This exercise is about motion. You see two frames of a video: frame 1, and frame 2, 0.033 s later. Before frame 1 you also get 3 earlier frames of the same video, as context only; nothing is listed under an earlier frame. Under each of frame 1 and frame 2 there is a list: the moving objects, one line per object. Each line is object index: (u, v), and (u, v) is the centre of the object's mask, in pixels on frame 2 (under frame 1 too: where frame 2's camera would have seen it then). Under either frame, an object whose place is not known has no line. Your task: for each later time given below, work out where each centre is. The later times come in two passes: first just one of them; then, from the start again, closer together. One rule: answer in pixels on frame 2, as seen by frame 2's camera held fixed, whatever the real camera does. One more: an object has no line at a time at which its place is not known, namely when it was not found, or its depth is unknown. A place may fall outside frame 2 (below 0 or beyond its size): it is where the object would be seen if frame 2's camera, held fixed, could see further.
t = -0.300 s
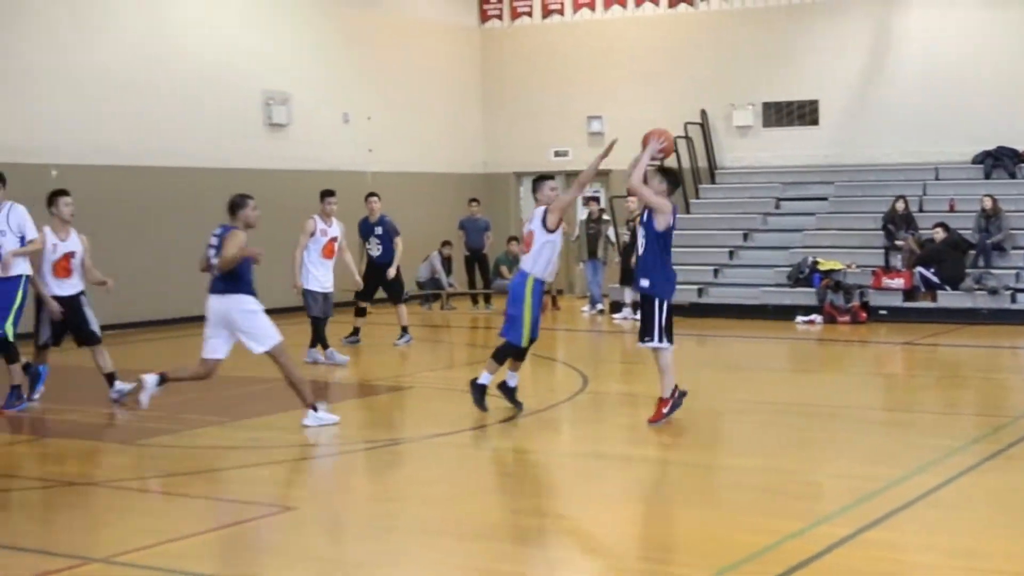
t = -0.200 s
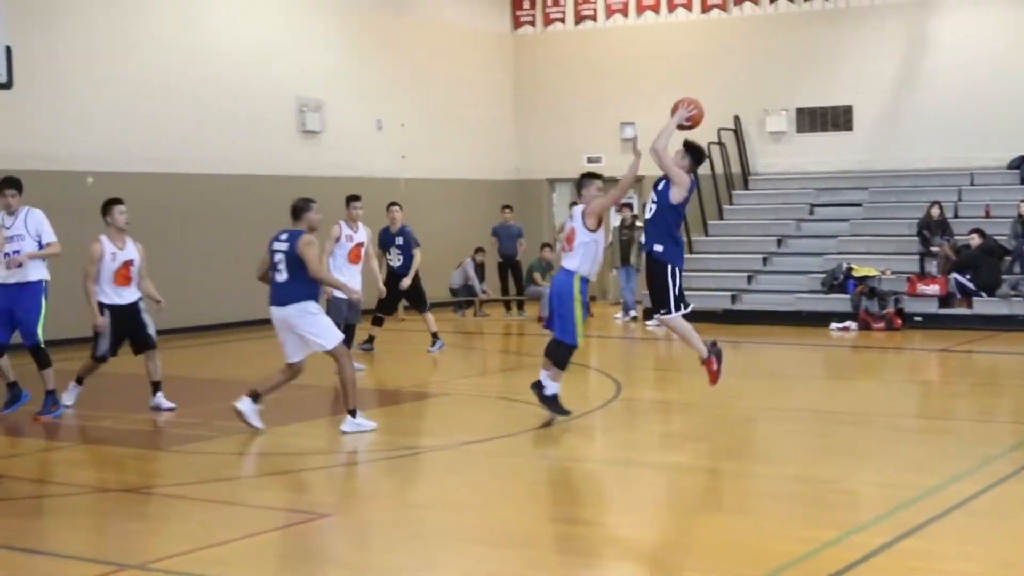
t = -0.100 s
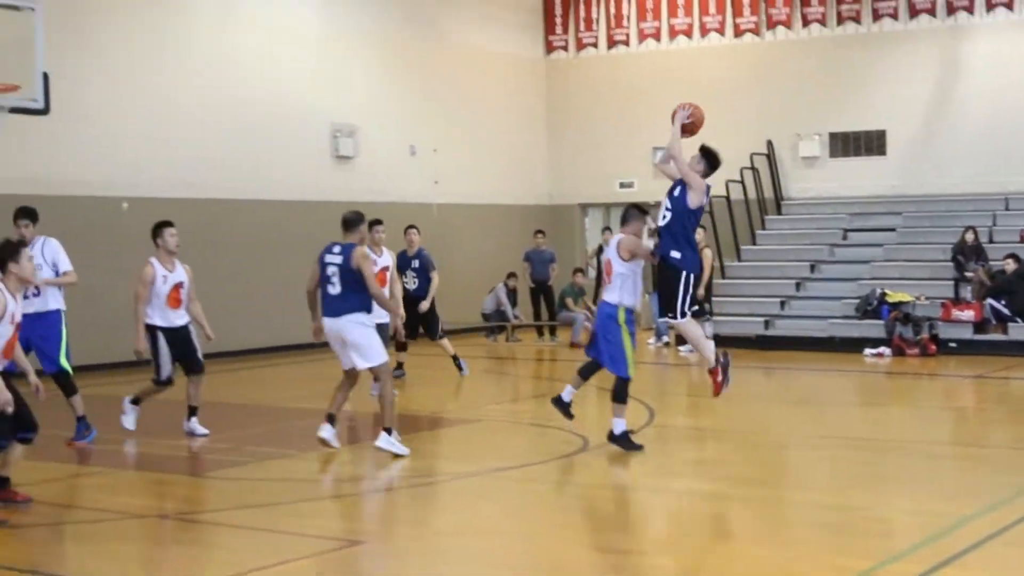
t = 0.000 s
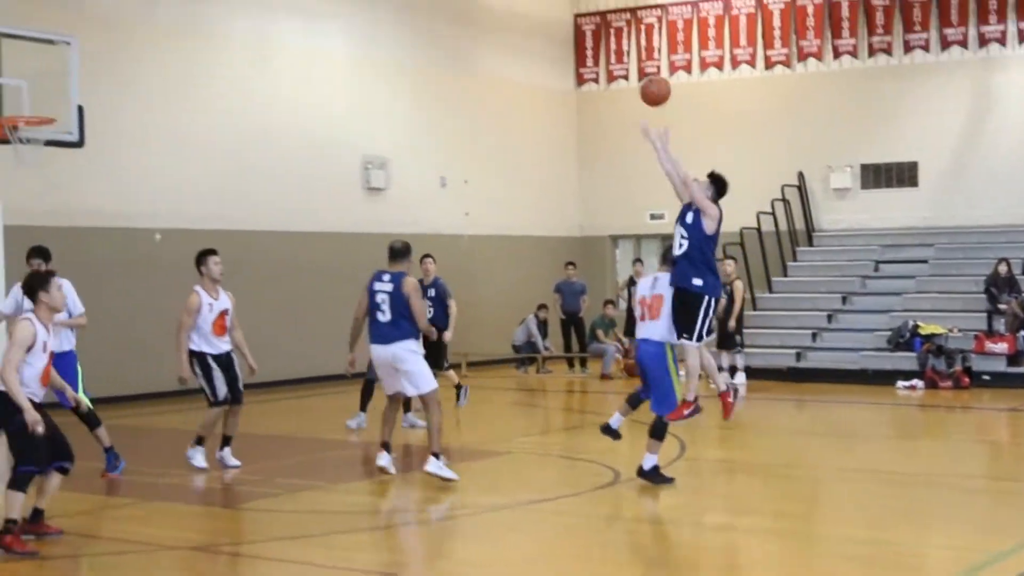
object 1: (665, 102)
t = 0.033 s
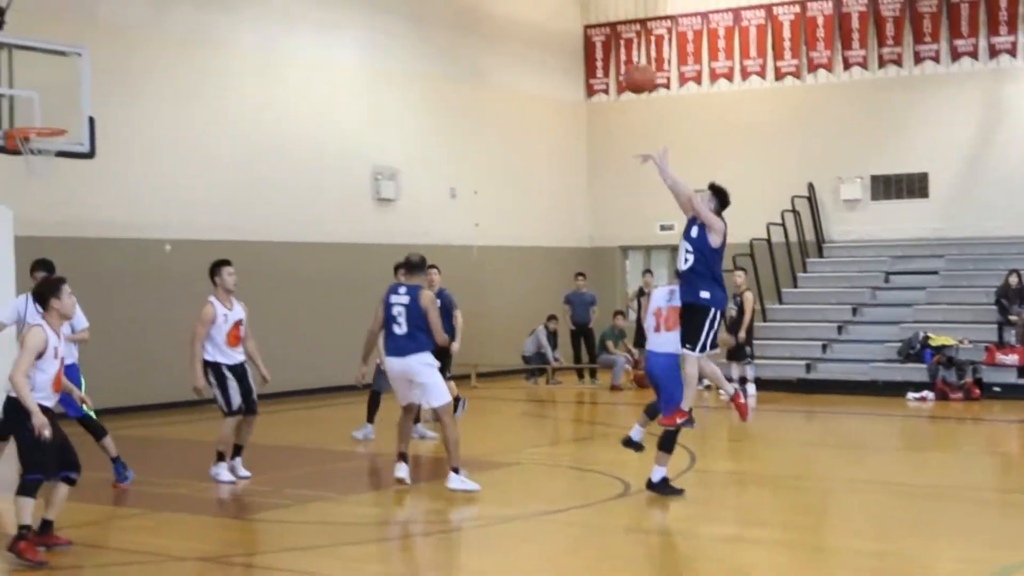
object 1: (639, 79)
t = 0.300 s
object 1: (445, -51)
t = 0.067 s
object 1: (614, 57)
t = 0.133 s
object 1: (563, 19)
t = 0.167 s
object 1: (539, 2)
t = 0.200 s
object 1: (515, -14)
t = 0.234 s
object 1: (491, -28)
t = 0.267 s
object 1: (468, -40)
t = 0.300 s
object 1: (445, -51)
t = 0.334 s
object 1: (423, -61)
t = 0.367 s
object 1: (401, -68)
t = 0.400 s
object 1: (379, -76)
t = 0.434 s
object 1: (358, -81)
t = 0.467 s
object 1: (337, -85)
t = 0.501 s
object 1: (316, -88)
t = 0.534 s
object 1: (295, -90)
